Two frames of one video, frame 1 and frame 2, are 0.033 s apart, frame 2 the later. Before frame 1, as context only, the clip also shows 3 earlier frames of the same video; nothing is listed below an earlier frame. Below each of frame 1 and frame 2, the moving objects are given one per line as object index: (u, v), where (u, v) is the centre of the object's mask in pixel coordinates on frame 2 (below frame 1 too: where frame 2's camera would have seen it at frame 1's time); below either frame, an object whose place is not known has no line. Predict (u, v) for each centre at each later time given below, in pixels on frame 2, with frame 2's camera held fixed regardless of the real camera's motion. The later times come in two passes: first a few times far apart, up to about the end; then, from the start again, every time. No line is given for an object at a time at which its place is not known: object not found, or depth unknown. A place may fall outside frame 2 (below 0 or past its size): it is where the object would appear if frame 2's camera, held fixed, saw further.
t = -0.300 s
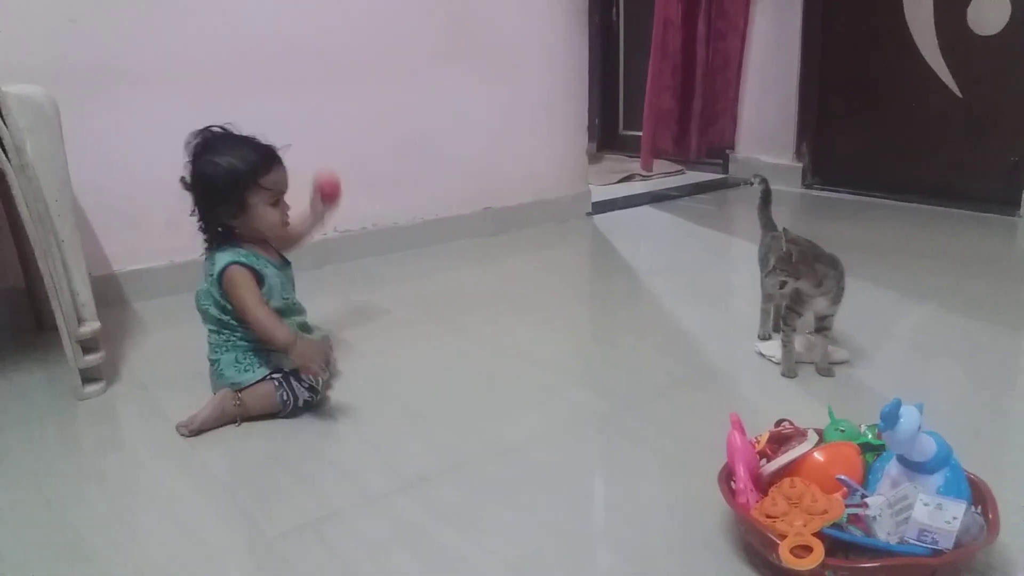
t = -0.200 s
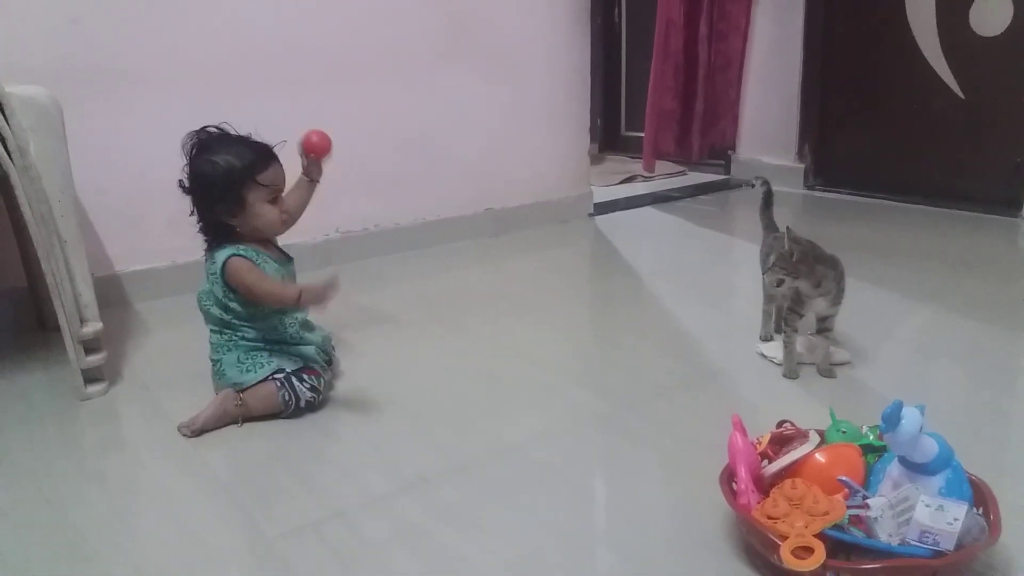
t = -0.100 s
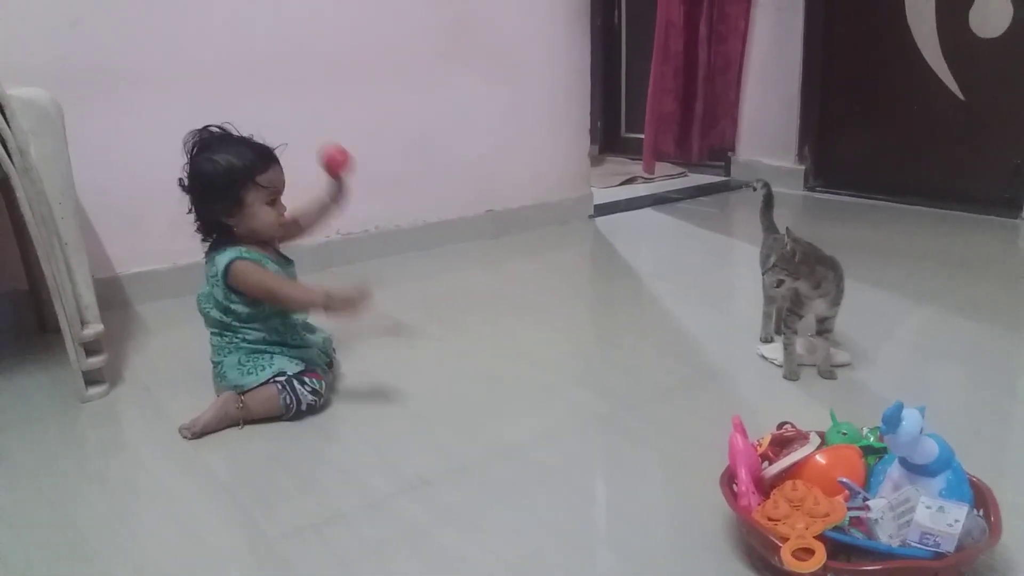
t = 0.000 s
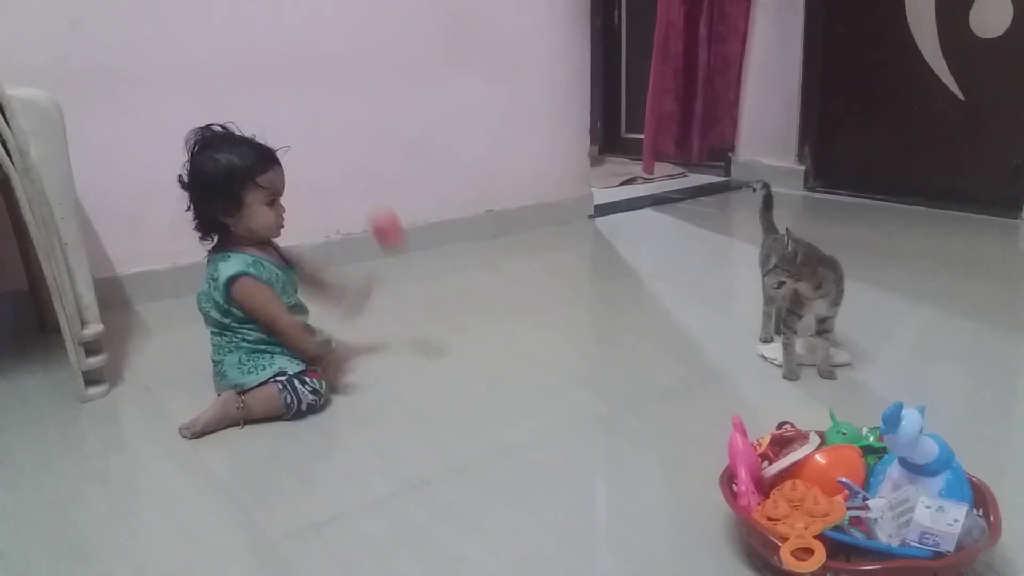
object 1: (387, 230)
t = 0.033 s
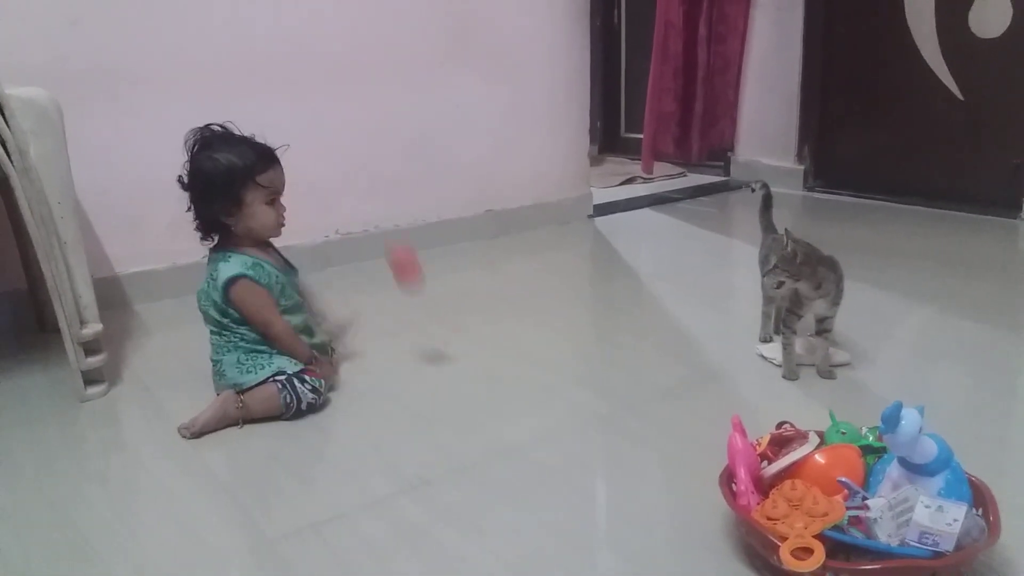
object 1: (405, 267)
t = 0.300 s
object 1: (466, 250)
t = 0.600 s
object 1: (513, 375)
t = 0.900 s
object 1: (553, 410)
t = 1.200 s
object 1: (589, 428)
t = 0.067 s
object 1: (423, 308)
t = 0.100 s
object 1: (442, 357)
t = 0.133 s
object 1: (449, 344)
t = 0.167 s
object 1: (452, 315)
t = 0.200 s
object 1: (455, 291)
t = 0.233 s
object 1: (458, 271)
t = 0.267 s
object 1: (462, 258)
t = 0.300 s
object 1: (466, 250)
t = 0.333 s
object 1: (471, 248)
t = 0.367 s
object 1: (476, 251)
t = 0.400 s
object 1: (480, 262)
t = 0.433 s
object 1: (486, 280)
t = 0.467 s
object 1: (492, 306)
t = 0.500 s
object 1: (499, 340)
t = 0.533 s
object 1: (507, 388)
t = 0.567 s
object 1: (512, 406)
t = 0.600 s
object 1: (513, 375)
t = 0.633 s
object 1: (516, 353)
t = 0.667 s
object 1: (520, 336)
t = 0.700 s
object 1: (523, 325)
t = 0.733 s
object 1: (527, 322)
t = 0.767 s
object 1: (531, 324)
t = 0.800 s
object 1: (536, 333)
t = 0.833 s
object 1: (542, 351)
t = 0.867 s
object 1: (548, 378)
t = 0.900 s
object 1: (553, 410)
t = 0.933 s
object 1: (559, 447)
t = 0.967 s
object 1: (563, 423)
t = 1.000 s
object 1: (566, 403)
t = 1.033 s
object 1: (569, 389)
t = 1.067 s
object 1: (573, 382)
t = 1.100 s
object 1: (577, 381)
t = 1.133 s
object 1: (581, 388)
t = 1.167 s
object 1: (585, 404)
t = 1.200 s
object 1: (589, 428)
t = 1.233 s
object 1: (594, 463)
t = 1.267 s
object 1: (599, 478)
